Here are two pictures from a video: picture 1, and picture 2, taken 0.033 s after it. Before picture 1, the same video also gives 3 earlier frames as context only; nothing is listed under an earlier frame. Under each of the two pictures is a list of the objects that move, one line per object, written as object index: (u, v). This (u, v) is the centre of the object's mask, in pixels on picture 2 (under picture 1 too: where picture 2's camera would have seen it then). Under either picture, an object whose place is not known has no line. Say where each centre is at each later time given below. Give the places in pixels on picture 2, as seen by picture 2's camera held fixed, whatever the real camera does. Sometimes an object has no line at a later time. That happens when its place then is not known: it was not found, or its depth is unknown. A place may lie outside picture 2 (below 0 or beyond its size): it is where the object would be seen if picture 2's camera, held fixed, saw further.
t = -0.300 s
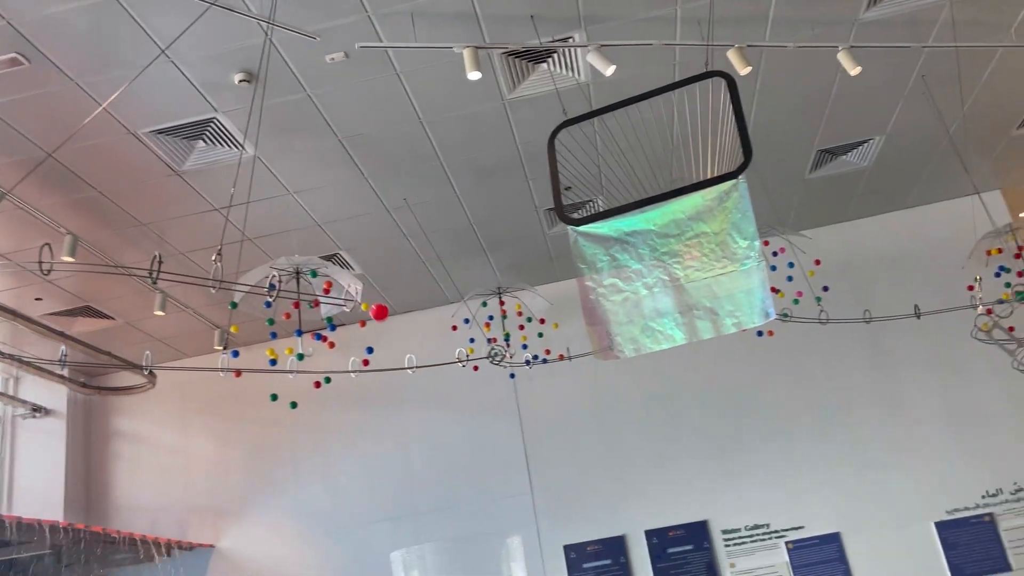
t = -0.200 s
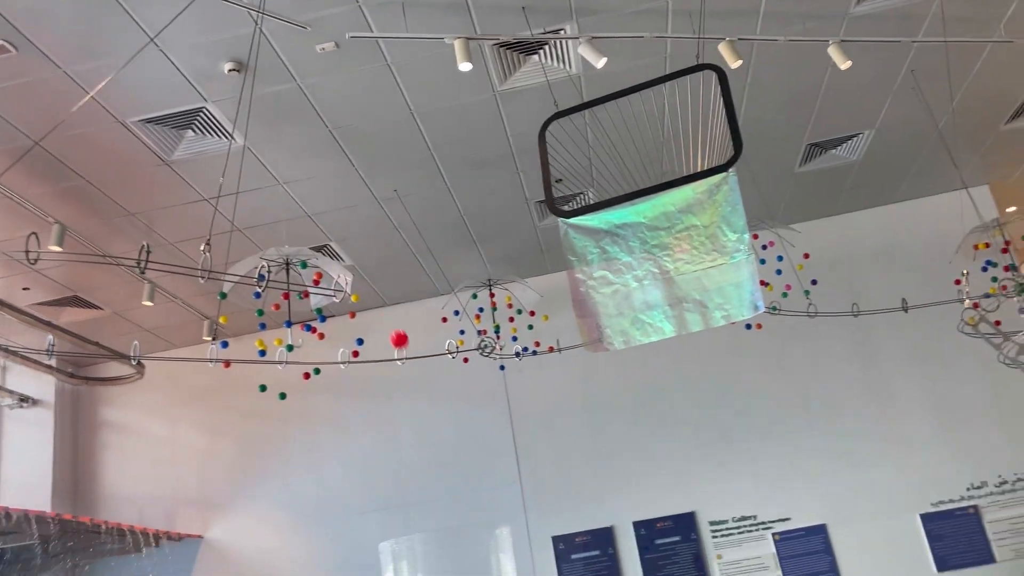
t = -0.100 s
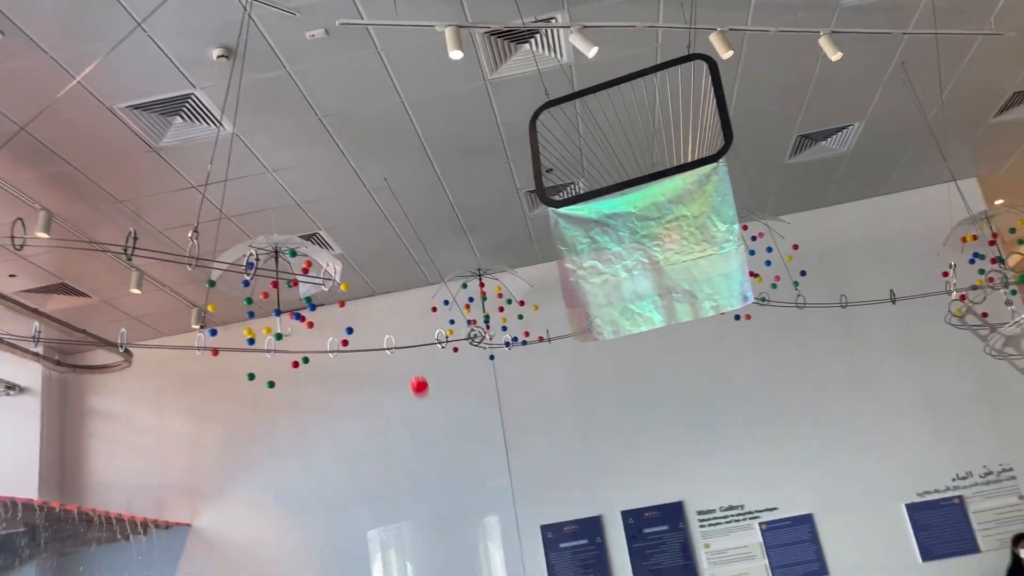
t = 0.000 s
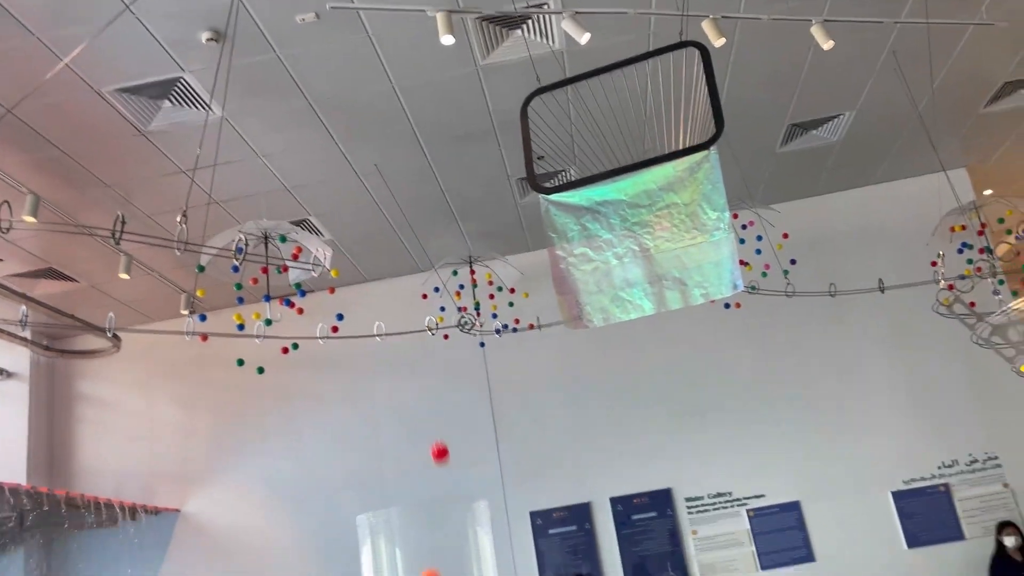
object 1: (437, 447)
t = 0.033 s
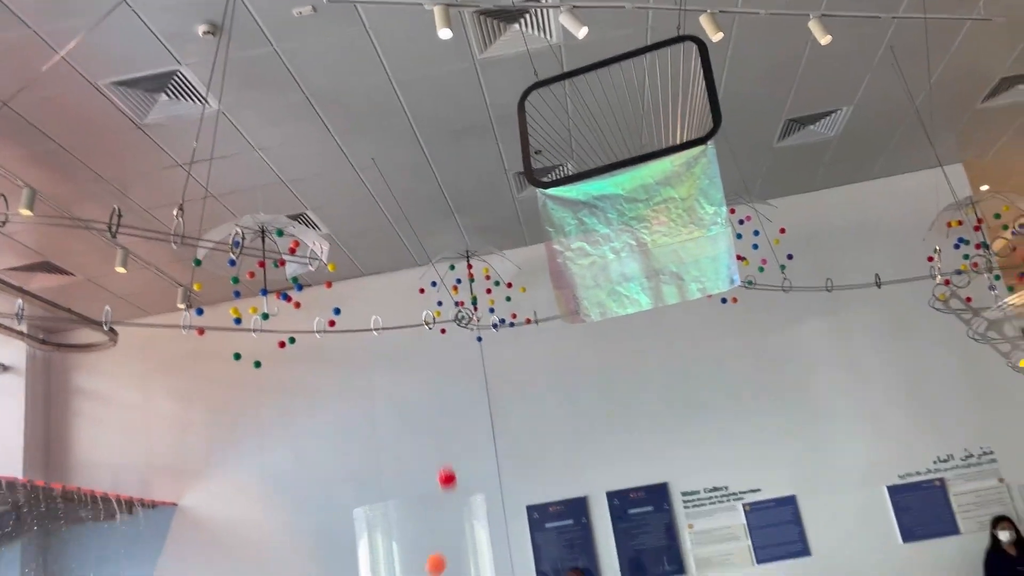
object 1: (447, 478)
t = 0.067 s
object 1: (457, 513)
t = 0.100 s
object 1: (469, 549)
